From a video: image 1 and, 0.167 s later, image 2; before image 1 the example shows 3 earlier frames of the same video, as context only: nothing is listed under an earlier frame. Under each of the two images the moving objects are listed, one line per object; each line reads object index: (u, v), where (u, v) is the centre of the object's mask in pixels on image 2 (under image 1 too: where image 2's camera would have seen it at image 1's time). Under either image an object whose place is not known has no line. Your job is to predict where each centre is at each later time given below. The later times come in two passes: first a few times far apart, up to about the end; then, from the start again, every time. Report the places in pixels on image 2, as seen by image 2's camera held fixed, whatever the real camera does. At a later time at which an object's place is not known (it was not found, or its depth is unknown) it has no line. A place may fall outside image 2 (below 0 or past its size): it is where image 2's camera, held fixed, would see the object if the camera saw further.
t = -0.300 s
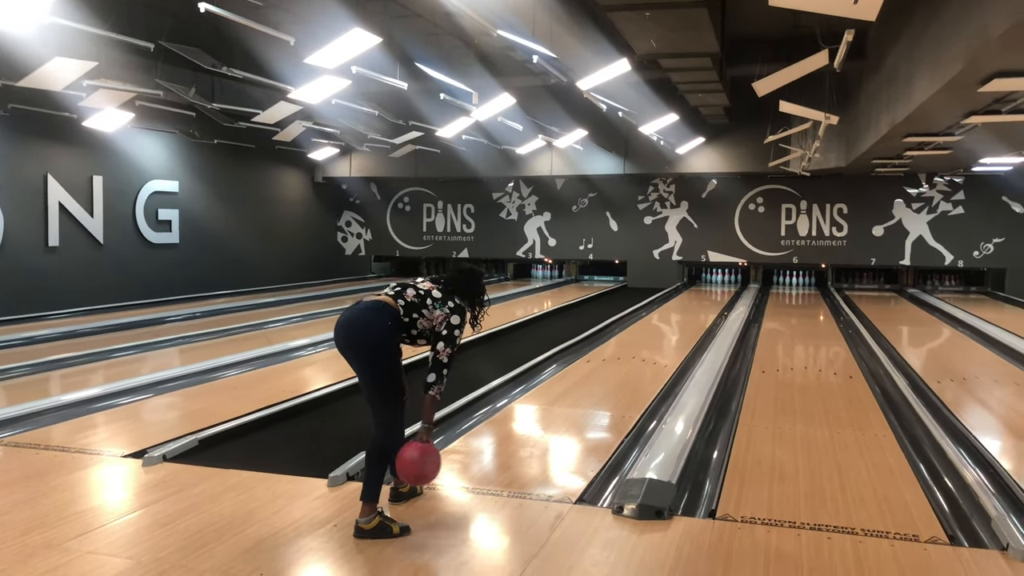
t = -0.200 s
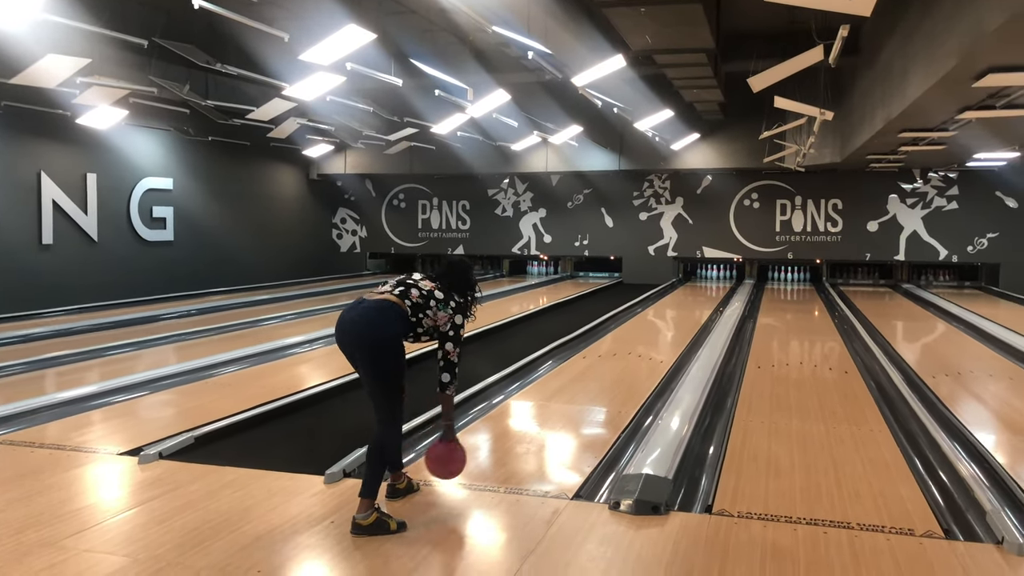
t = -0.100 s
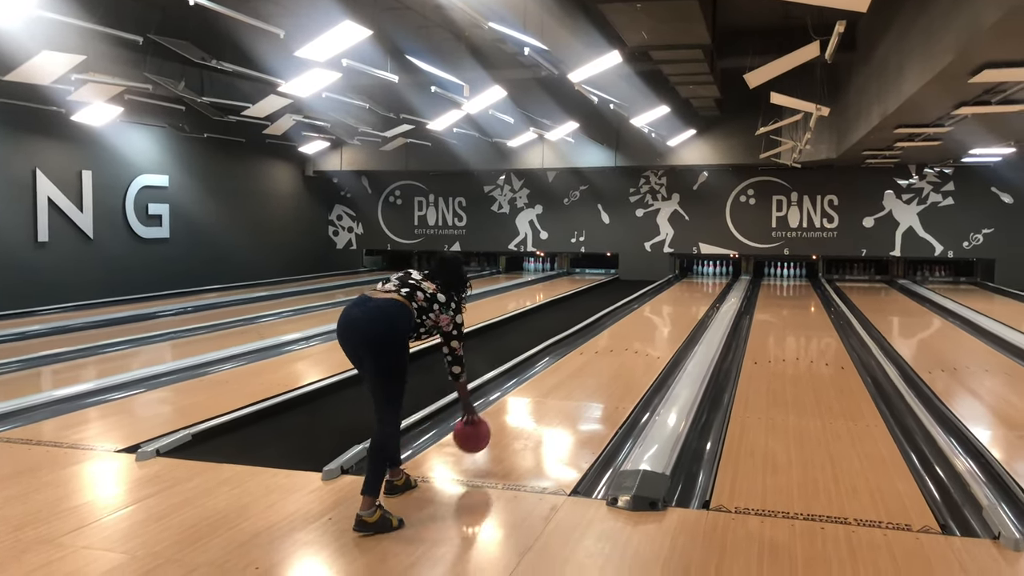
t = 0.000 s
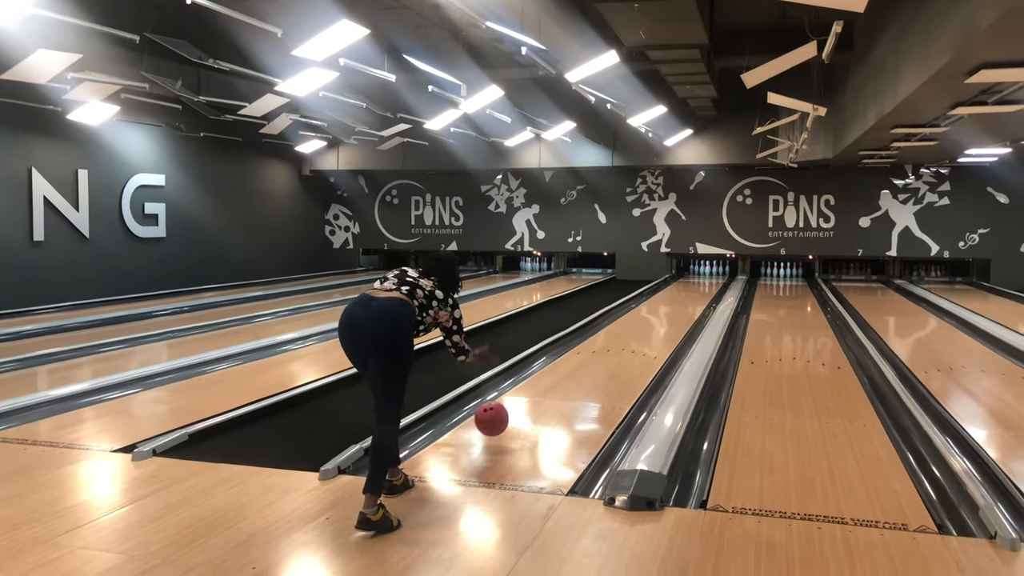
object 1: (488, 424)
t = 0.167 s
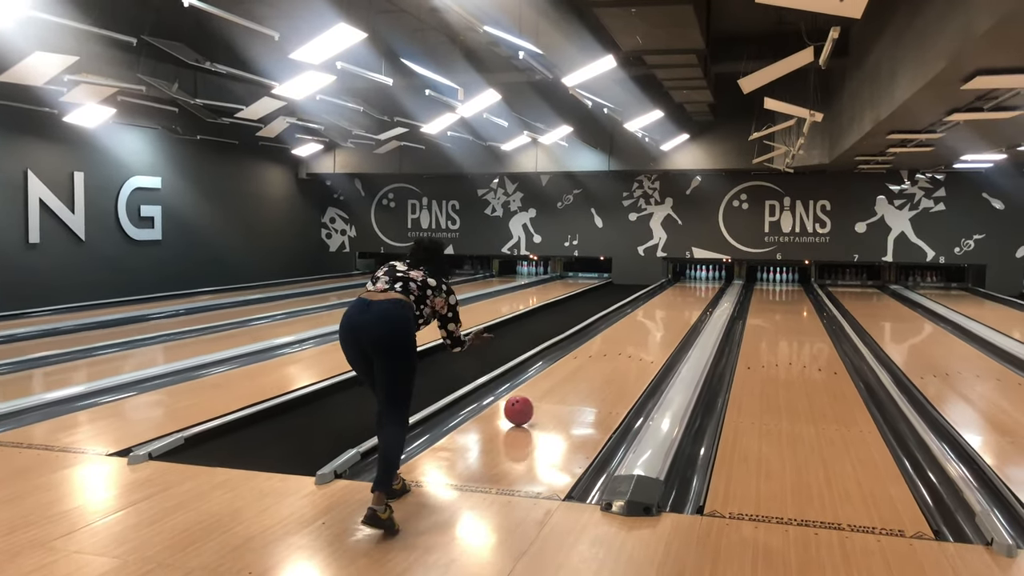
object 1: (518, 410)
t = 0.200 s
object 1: (523, 406)
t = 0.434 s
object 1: (552, 379)
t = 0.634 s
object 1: (570, 363)
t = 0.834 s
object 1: (585, 349)
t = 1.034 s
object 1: (597, 338)
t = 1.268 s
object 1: (609, 328)
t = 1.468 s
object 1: (617, 321)
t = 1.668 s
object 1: (625, 315)
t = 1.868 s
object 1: (632, 310)
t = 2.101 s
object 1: (639, 305)
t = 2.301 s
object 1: (644, 301)
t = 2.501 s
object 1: (648, 297)
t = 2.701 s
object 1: (649, 296)
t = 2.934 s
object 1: (654, 295)
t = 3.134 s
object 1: (657, 292)
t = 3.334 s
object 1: (659, 290)
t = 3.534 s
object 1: (664, 288)
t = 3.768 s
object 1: (668, 286)
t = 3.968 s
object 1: (672, 285)
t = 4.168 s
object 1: (674, 283)
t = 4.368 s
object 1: (675, 281)
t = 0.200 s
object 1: (523, 406)
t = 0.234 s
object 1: (528, 401)
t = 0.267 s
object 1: (533, 397)
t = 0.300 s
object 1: (537, 393)
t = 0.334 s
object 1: (541, 389)
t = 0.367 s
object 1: (545, 385)
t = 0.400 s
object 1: (548, 382)
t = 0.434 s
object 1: (552, 379)
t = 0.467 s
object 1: (555, 376)
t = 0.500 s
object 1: (559, 373)
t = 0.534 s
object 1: (562, 371)
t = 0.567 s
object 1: (565, 368)
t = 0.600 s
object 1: (568, 365)
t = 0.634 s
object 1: (570, 363)
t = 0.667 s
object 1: (573, 360)
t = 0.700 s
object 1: (576, 358)
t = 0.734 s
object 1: (578, 356)
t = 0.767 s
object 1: (580, 354)
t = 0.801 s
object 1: (583, 351)
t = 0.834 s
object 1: (585, 349)
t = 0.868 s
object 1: (587, 347)
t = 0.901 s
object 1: (589, 346)
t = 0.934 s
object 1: (591, 344)
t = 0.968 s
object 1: (593, 342)
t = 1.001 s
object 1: (595, 340)
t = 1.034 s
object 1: (597, 338)
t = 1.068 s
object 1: (599, 337)
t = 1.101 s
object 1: (601, 335)
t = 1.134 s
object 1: (603, 334)
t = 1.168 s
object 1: (604, 332)
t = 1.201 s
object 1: (606, 331)
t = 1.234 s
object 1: (607, 330)
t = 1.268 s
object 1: (609, 328)
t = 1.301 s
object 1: (610, 327)
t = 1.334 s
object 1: (611, 326)
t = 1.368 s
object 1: (613, 324)
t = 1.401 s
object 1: (614, 324)
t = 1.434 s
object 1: (615, 322)
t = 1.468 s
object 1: (617, 321)
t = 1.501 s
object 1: (618, 320)
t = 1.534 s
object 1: (619, 319)
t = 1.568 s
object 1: (621, 318)
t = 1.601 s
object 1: (622, 317)
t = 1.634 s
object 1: (624, 316)
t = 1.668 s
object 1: (625, 315)
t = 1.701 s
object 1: (626, 314)
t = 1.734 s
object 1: (627, 314)
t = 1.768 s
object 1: (628, 313)
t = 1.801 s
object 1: (629, 311)
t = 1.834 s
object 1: (631, 311)
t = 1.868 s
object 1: (632, 310)
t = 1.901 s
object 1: (633, 310)
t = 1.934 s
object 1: (634, 309)
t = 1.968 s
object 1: (635, 308)
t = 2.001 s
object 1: (636, 308)
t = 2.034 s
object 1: (637, 307)
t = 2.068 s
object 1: (638, 306)
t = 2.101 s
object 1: (639, 305)
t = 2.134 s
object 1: (639, 304)
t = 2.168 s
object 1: (640, 304)
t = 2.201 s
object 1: (641, 303)
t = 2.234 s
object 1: (642, 302)
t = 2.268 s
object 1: (643, 302)
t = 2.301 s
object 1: (644, 301)
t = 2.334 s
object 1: (644, 301)
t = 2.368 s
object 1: (645, 301)
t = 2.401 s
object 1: (646, 300)
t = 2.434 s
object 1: (646, 299)
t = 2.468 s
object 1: (646, 298)
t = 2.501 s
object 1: (648, 297)
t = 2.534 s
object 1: (649, 297)
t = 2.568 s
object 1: (649, 297)
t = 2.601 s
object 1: (649, 297)
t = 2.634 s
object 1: (650, 296)
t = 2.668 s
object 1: (649, 296)
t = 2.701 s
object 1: (649, 296)
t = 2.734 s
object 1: (648, 297)
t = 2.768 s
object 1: (649, 297)
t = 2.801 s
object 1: (650, 296)
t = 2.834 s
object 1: (651, 295)
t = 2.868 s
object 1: (651, 295)
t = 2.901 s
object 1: (652, 295)
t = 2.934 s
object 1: (654, 295)
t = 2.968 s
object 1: (654, 294)
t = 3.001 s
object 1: (655, 294)
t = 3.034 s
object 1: (656, 294)
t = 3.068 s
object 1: (656, 293)
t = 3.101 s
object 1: (657, 293)
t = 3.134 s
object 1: (657, 292)
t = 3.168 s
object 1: (657, 292)
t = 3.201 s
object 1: (658, 291)
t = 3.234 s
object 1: (658, 291)
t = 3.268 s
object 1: (659, 291)
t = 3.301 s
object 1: (659, 291)
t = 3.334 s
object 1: (659, 290)
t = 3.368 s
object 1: (659, 290)
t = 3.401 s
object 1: (660, 290)
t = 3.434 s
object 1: (661, 289)
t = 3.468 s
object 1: (661, 289)
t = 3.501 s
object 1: (662, 289)
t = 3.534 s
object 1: (664, 288)
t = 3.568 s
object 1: (664, 288)
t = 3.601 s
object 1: (665, 289)
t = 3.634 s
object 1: (666, 288)
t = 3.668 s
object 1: (666, 288)
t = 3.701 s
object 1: (666, 287)
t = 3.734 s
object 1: (667, 287)
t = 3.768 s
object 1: (668, 286)
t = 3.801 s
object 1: (669, 286)
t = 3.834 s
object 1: (670, 286)
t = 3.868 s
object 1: (670, 286)
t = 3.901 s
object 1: (671, 285)
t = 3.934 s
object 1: (671, 285)
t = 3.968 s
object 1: (672, 285)
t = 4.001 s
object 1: (672, 284)
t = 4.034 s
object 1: (673, 284)
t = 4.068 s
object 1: (673, 284)
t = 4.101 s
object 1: (673, 283)
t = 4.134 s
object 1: (673, 283)
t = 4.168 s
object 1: (674, 283)
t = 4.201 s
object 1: (674, 282)
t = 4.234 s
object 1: (674, 282)
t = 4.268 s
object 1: (674, 282)
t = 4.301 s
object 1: (674, 282)
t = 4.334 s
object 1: (675, 281)
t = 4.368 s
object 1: (675, 281)
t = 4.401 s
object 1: (676, 281)
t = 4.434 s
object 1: (677, 280)
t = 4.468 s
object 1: (677, 280)
